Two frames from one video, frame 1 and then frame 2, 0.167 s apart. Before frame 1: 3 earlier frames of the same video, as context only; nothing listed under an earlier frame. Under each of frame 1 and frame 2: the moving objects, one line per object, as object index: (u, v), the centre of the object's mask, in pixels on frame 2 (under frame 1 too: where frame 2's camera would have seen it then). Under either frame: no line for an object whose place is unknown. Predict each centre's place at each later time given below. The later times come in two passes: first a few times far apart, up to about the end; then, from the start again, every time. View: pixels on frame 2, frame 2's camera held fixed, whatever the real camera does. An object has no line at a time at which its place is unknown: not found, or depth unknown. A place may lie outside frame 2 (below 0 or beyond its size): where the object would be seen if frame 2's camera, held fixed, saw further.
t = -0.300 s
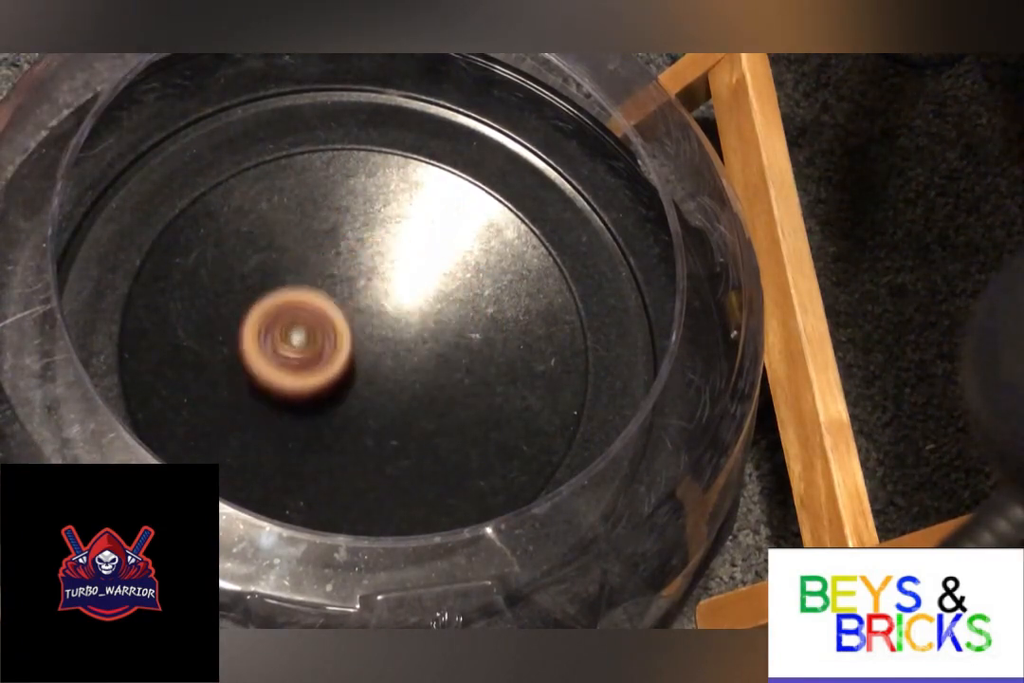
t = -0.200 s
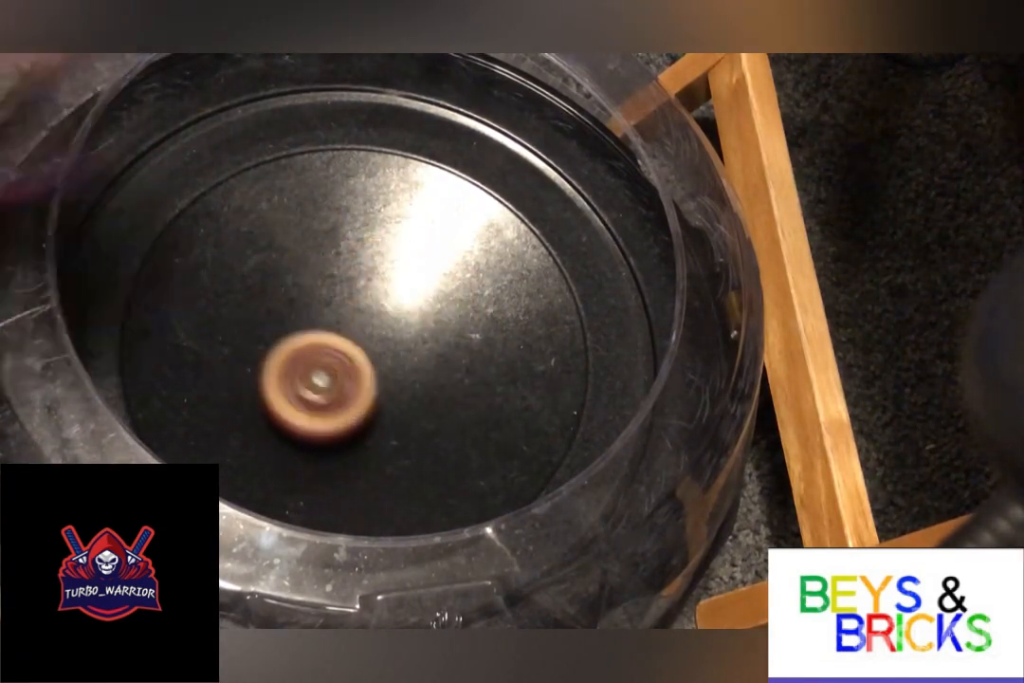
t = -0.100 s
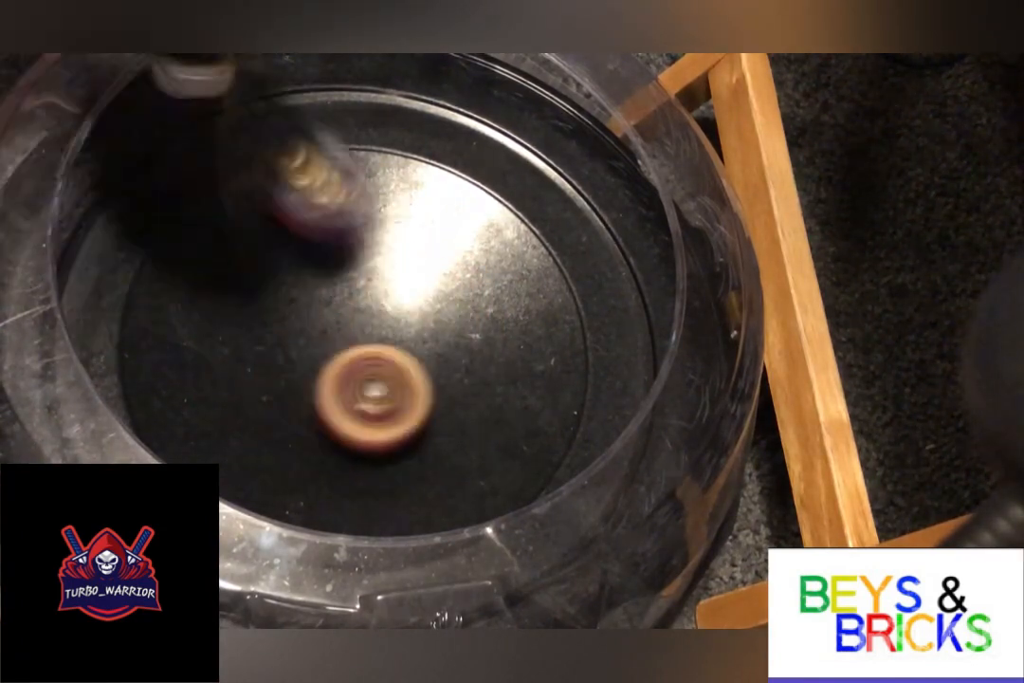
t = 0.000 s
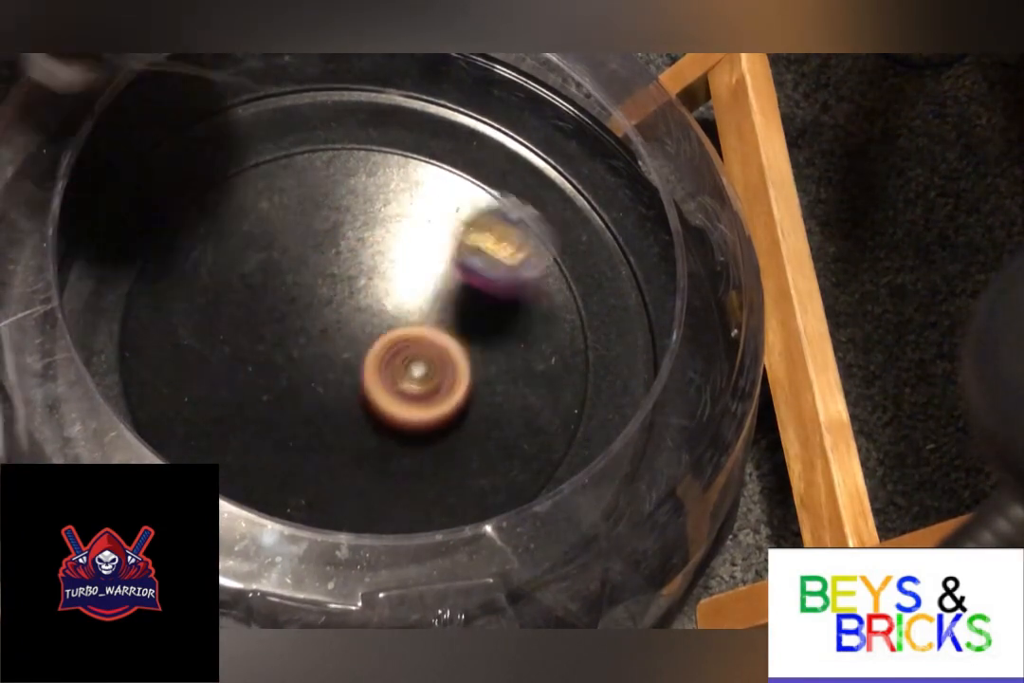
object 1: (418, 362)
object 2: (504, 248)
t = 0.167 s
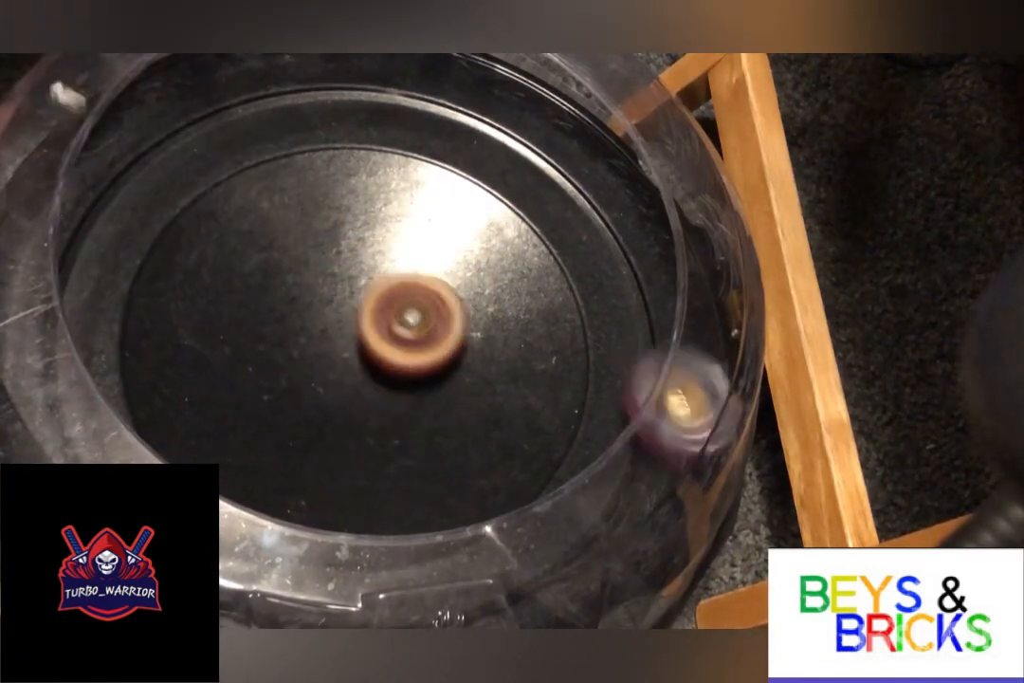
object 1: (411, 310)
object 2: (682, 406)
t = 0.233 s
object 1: (387, 296)
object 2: (663, 436)
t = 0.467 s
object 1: (312, 336)
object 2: (522, 574)
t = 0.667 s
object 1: (382, 371)
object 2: (427, 592)
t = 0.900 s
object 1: (381, 298)
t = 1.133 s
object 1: (315, 339)
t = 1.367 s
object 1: (395, 356)
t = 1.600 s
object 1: (359, 289)
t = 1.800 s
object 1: (320, 336)
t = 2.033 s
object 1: (384, 343)
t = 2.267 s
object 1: (350, 309)
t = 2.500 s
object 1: (349, 333)
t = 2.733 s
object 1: (363, 329)
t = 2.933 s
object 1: (365, 324)
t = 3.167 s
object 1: (365, 324)
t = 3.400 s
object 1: (369, 325)
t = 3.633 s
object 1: (370, 325)
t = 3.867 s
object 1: (369, 326)
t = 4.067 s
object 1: (369, 327)
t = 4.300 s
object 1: (369, 329)
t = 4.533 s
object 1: (368, 328)
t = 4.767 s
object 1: (369, 328)
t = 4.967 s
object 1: (369, 328)
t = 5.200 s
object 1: (371, 332)
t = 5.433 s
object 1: (368, 329)
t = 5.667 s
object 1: (370, 328)
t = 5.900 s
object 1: (368, 329)
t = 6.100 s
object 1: (367, 329)
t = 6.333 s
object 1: (363, 333)
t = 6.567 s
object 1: (366, 338)
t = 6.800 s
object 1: (368, 333)
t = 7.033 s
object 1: (368, 327)
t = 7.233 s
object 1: (365, 324)
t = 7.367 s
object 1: (364, 323)
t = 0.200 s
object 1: (400, 303)
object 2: (688, 429)
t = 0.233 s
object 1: (387, 296)
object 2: (663, 436)
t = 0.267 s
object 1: (371, 293)
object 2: (644, 449)
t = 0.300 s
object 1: (354, 294)
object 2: (622, 462)
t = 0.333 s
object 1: (341, 297)
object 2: (599, 479)
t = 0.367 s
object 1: (327, 304)
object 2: (576, 498)
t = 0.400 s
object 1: (317, 313)
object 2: (555, 522)
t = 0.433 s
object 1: (311, 324)
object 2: (541, 549)
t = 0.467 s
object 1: (312, 336)
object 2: (522, 574)
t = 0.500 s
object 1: (316, 348)
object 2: (499, 580)
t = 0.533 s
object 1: (324, 360)
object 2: (480, 581)
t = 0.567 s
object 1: (337, 368)
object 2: (461, 586)
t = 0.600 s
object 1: (351, 374)
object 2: (439, 593)
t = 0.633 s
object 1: (367, 374)
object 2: (430, 594)
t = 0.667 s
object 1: (382, 371)
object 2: (427, 592)
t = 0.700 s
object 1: (395, 364)
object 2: (426, 590)
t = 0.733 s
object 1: (404, 354)
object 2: (423, 590)
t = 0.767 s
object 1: (408, 342)
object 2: (415, 591)
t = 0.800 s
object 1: (407, 329)
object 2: (407, 594)
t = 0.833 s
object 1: (402, 318)
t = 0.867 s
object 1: (395, 306)
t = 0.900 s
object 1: (381, 298)
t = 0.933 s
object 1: (368, 295)
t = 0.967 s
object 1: (353, 294)
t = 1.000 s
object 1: (341, 298)
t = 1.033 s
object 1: (328, 305)
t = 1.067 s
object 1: (320, 314)
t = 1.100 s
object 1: (316, 326)
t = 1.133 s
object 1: (315, 339)
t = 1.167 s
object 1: (320, 351)
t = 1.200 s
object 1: (329, 361)
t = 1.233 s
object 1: (340, 368)
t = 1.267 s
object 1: (355, 370)
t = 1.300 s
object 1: (369, 369)
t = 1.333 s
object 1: (384, 364)
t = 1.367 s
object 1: (395, 356)
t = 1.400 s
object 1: (401, 345)
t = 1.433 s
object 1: (403, 332)
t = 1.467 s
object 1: (401, 319)
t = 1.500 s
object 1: (395, 308)
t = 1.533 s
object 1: (384, 298)
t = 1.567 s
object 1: (373, 292)
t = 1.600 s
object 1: (359, 289)
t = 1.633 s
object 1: (345, 293)
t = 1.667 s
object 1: (336, 296)
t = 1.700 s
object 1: (326, 304)
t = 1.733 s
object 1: (320, 313)
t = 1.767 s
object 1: (318, 324)
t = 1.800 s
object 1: (320, 336)
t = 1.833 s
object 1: (325, 347)
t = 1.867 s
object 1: (334, 355)
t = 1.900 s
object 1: (345, 360)
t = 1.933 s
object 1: (358, 361)
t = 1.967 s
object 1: (369, 358)
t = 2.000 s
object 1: (377, 352)
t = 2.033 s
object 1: (384, 343)
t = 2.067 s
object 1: (387, 334)
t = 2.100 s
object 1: (386, 324)
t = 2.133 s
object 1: (383, 316)
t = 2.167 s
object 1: (376, 309)
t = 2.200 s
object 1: (367, 306)
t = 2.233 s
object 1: (357, 306)
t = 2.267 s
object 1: (350, 309)
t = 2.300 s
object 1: (343, 315)
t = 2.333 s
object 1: (340, 319)
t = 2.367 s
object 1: (340, 324)
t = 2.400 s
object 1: (341, 328)
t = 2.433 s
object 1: (342, 332)
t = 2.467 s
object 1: (346, 332)
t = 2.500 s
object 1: (349, 333)
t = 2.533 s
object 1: (352, 333)
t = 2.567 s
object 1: (355, 334)
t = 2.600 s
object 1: (357, 333)
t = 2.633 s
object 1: (360, 332)
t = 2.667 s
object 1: (361, 331)
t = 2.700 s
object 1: (362, 330)
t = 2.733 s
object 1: (363, 329)
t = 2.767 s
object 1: (364, 327)
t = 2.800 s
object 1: (364, 326)
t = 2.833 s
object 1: (364, 326)
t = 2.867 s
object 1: (364, 325)
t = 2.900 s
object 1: (364, 325)
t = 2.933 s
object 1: (365, 324)
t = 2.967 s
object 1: (364, 324)
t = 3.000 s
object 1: (365, 324)
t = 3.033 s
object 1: (365, 324)
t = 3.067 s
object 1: (365, 324)
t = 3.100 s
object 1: (365, 324)
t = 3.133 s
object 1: (365, 324)
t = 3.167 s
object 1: (365, 324)
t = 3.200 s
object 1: (366, 324)
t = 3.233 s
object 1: (366, 325)
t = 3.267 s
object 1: (367, 326)
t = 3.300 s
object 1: (368, 326)
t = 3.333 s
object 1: (368, 326)
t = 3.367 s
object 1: (369, 326)
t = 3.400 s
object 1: (369, 325)
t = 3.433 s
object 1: (369, 325)
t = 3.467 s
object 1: (369, 325)
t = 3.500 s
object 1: (369, 325)
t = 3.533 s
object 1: (369, 326)
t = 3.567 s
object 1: (370, 325)
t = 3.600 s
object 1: (370, 325)
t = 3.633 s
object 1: (370, 325)
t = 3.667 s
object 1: (370, 325)
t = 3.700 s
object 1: (370, 325)
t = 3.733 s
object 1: (370, 326)
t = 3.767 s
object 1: (370, 325)
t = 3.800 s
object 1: (369, 326)
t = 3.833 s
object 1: (369, 326)
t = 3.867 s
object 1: (369, 326)
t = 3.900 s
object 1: (369, 327)
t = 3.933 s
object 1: (369, 327)
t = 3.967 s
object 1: (369, 327)
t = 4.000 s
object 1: (369, 327)
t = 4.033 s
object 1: (369, 327)
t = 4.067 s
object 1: (369, 327)
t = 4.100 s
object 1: (370, 328)
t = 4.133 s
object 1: (370, 328)
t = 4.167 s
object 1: (371, 327)
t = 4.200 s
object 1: (371, 327)
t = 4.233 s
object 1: (370, 327)
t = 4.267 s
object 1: (369, 328)
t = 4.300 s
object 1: (369, 329)
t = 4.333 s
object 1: (370, 330)
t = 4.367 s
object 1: (370, 330)
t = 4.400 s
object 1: (370, 330)
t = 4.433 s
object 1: (369, 329)
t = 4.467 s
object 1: (369, 329)
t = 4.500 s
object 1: (369, 328)
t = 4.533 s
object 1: (368, 328)
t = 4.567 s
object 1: (368, 328)
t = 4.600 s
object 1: (369, 328)
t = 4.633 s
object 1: (369, 328)
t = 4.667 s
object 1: (369, 328)
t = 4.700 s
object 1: (369, 329)
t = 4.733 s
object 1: (369, 328)
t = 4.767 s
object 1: (369, 328)
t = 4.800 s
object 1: (369, 328)
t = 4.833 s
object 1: (369, 328)
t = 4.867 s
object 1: (369, 328)
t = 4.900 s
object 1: (369, 328)
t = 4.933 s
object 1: (368, 328)
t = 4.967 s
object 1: (369, 328)
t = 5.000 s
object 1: (369, 328)
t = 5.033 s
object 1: (369, 328)
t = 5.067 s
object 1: (369, 328)
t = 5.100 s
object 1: (369, 329)
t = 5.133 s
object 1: (368, 330)
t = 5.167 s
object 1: (369, 331)
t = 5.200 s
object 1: (371, 332)
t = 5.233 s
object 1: (373, 332)
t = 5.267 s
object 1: (373, 332)
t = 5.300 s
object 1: (372, 332)
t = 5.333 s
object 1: (371, 331)
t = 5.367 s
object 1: (370, 330)
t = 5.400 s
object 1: (369, 329)
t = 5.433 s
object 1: (368, 329)
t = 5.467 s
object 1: (367, 328)
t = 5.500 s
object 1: (368, 328)
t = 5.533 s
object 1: (368, 328)
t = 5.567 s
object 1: (368, 328)
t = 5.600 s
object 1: (368, 328)
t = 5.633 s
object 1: (369, 328)
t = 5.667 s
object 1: (370, 328)
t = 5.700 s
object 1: (371, 328)
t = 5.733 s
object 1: (370, 328)
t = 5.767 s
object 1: (370, 328)
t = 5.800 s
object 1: (369, 329)
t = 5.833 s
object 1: (368, 329)
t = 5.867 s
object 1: (368, 329)
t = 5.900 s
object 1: (368, 329)
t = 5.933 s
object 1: (368, 328)
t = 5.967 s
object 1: (368, 329)
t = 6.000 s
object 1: (368, 329)
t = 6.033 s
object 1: (368, 329)
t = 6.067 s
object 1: (368, 329)
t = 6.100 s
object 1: (367, 329)
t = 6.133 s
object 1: (367, 329)
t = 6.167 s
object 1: (367, 329)
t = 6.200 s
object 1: (367, 329)
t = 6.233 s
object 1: (367, 329)
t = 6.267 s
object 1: (366, 329)
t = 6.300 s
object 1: (366, 330)
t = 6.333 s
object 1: (363, 333)
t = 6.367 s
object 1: (361, 336)
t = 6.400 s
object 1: (361, 337)
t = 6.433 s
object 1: (363, 337)
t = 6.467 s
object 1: (364, 338)
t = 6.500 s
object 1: (365, 338)
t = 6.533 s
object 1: (366, 338)
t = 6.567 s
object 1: (366, 338)
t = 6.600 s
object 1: (367, 337)
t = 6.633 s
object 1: (367, 336)
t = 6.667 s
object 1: (367, 336)
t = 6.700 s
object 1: (367, 335)
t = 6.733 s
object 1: (367, 335)
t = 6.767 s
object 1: (367, 334)
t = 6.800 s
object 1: (368, 333)
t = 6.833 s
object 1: (368, 332)
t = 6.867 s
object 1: (367, 331)
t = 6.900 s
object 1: (368, 330)
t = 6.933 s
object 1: (368, 329)
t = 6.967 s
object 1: (367, 328)
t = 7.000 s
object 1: (368, 328)
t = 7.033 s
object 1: (368, 327)
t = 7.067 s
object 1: (367, 326)
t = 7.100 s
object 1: (366, 325)
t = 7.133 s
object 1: (365, 325)
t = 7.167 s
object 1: (365, 324)
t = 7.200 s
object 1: (365, 324)
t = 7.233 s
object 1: (365, 324)
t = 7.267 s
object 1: (365, 323)
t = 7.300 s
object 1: (365, 323)
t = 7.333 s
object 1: (364, 323)
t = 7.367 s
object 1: (364, 323)
